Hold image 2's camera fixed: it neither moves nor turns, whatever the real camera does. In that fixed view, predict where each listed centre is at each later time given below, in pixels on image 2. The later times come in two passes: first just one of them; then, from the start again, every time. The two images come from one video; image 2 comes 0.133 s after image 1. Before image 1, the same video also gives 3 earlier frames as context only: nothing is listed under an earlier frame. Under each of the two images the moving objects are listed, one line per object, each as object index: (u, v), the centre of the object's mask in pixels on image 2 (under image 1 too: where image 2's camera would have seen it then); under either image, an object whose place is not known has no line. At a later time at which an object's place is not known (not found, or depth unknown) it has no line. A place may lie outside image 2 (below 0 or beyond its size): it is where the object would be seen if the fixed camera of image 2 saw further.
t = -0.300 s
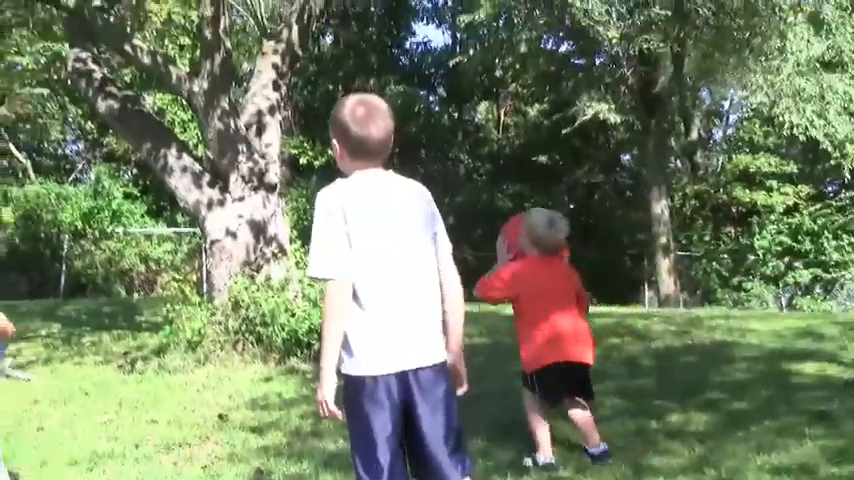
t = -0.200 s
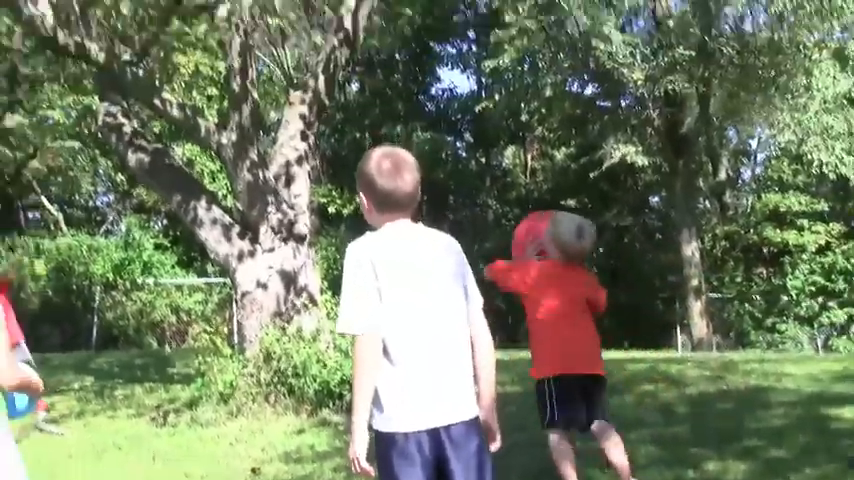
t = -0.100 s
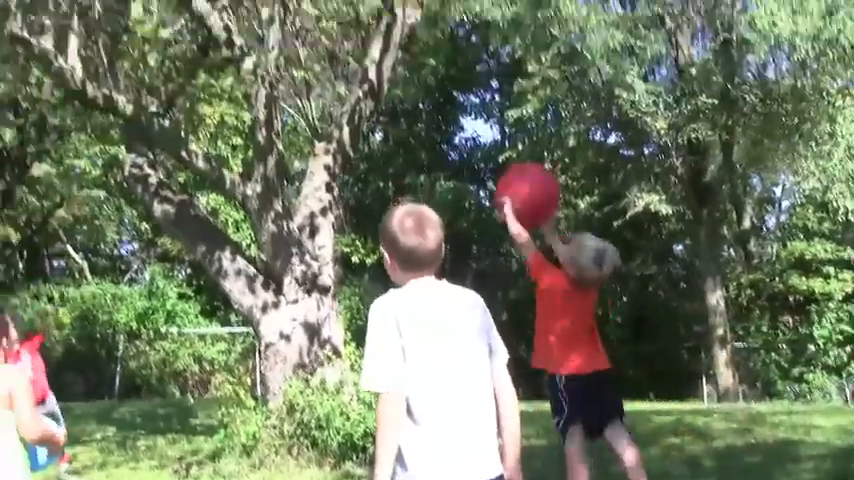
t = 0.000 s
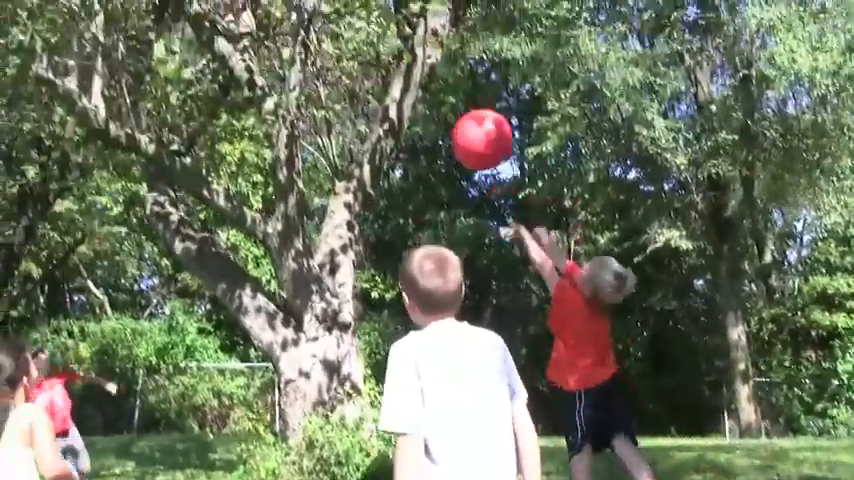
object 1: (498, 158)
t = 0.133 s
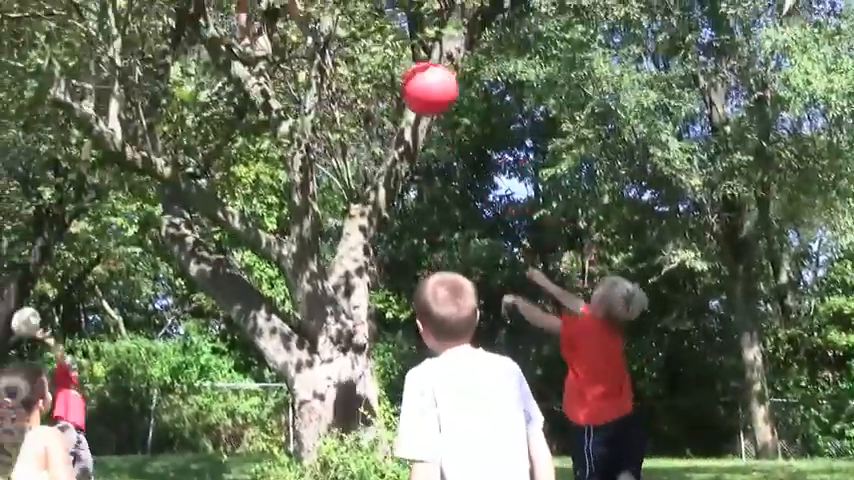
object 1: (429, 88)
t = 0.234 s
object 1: (388, 61)
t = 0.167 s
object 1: (414, 78)
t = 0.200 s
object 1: (400, 67)
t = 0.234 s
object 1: (388, 61)
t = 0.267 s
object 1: (375, 55)
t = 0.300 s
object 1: (363, 52)
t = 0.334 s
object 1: (352, 52)
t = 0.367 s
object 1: (343, 52)
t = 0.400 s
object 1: (332, 55)
